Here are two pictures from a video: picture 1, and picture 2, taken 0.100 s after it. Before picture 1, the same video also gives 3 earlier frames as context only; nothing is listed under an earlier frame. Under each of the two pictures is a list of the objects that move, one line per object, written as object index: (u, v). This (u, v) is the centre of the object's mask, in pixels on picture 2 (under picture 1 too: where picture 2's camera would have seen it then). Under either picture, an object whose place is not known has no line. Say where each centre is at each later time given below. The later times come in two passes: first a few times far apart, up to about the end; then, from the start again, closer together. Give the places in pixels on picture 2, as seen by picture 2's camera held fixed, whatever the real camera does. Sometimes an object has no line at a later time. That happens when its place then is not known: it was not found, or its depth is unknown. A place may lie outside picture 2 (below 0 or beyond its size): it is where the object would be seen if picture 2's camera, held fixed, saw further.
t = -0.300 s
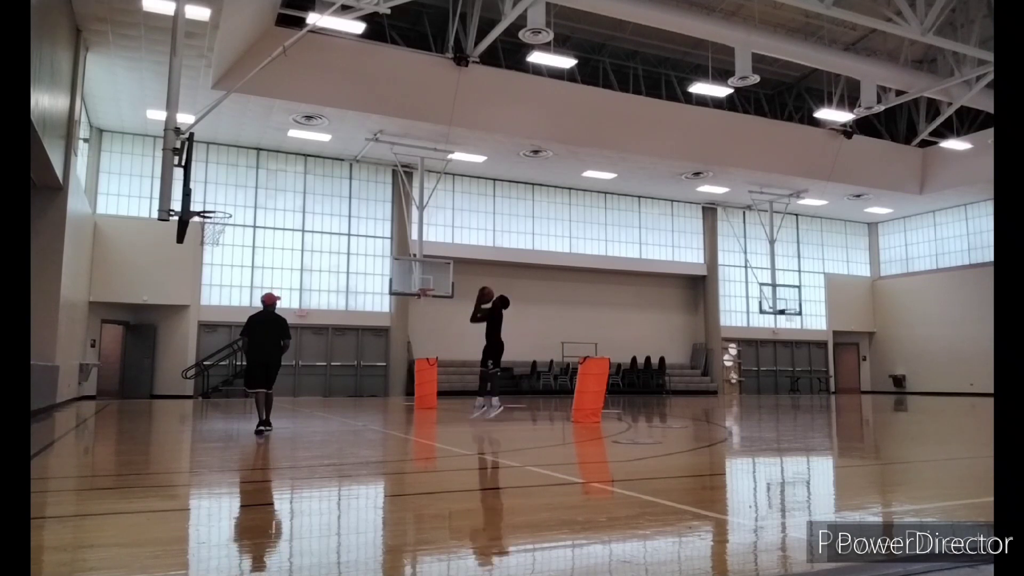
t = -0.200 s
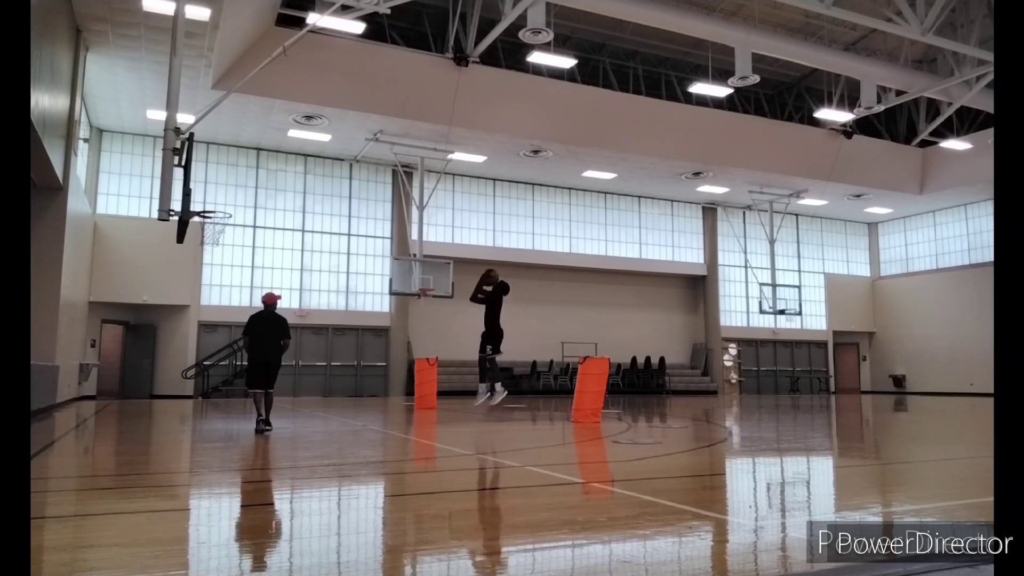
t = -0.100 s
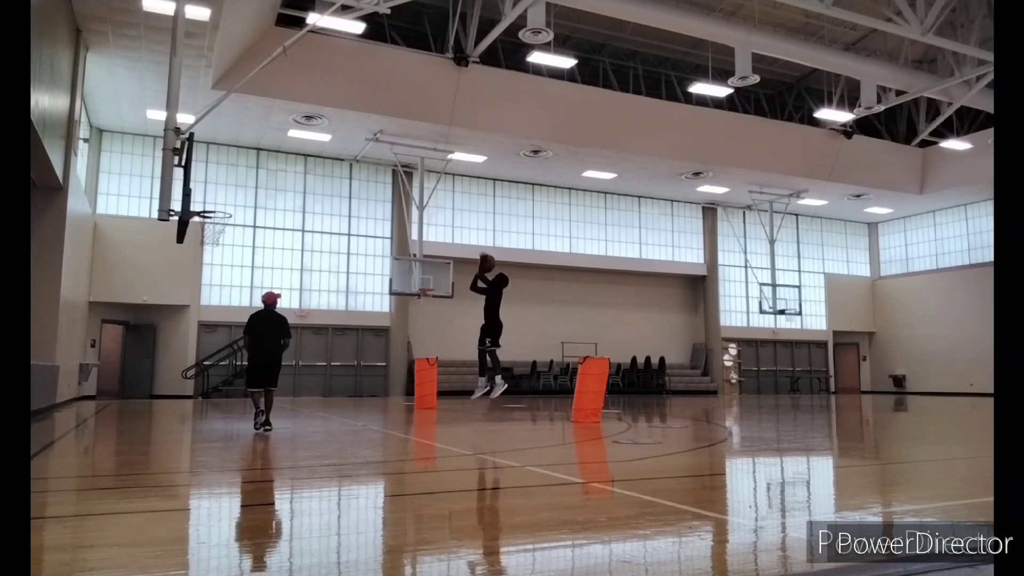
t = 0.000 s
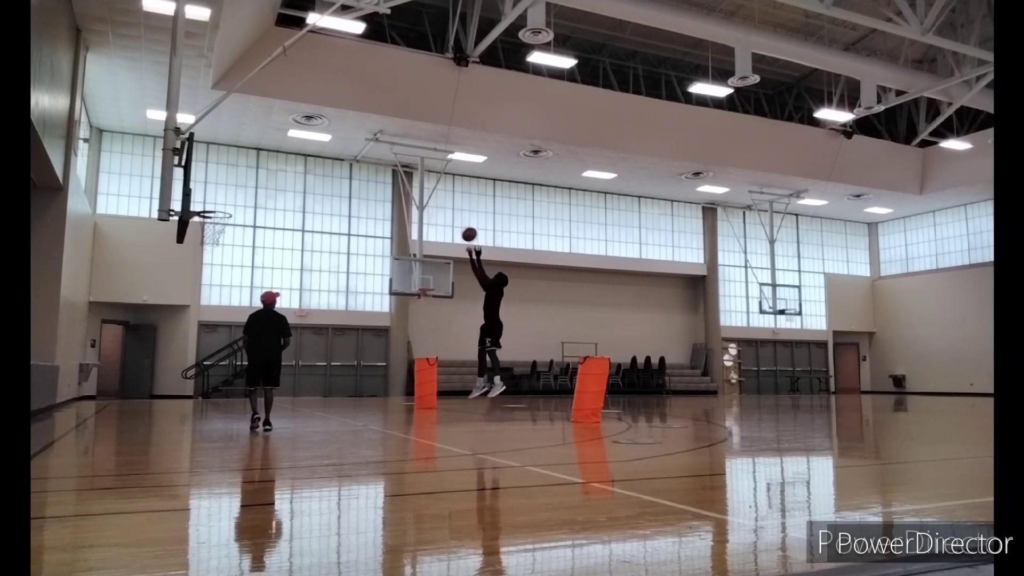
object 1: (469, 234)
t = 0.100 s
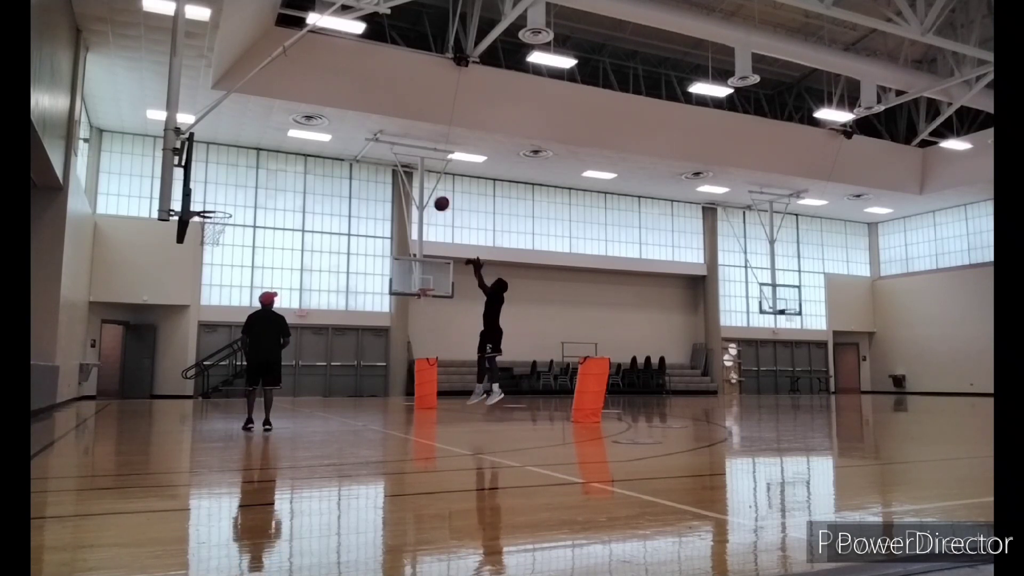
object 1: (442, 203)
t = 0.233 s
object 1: (405, 173)
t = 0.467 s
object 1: (342, 148)
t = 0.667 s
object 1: (289, 154)
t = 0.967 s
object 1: (208, 212)
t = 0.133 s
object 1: (432, 195)
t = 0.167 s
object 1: (423, 187)
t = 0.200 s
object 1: (414, 180)
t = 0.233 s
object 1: (405, 173)
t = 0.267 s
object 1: (396, 167)
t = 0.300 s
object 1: (387, 162)
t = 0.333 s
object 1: (378, 158)
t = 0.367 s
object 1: (369, 154)
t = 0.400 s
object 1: (360, 152)
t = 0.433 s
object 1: (352, 149)
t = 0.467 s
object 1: (342, 148)
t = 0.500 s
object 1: (334, 147)
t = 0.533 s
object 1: (325, 148)
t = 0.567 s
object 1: (316, 148)
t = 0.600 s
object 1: (307, 150)
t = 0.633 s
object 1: (298, 152)
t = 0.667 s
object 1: (289, 154)
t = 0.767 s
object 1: (262, 167)
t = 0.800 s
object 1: (253, 172)
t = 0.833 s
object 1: (244, 179)
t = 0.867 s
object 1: (235, 186)
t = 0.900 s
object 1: (226, 194)
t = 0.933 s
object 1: (217, 202)
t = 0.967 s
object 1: (208, 212)
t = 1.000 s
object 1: (208, 220)
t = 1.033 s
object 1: (212, 229)
